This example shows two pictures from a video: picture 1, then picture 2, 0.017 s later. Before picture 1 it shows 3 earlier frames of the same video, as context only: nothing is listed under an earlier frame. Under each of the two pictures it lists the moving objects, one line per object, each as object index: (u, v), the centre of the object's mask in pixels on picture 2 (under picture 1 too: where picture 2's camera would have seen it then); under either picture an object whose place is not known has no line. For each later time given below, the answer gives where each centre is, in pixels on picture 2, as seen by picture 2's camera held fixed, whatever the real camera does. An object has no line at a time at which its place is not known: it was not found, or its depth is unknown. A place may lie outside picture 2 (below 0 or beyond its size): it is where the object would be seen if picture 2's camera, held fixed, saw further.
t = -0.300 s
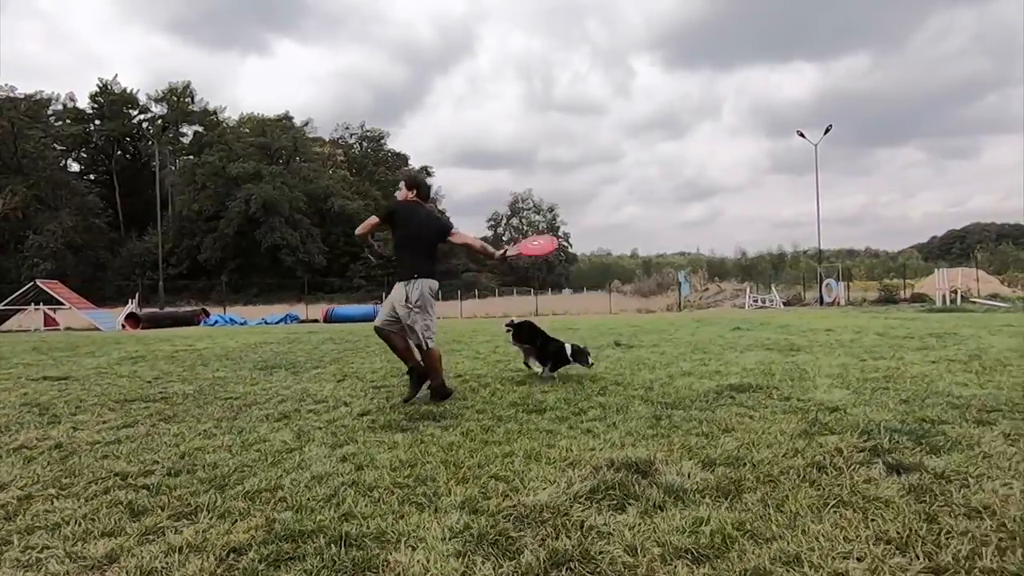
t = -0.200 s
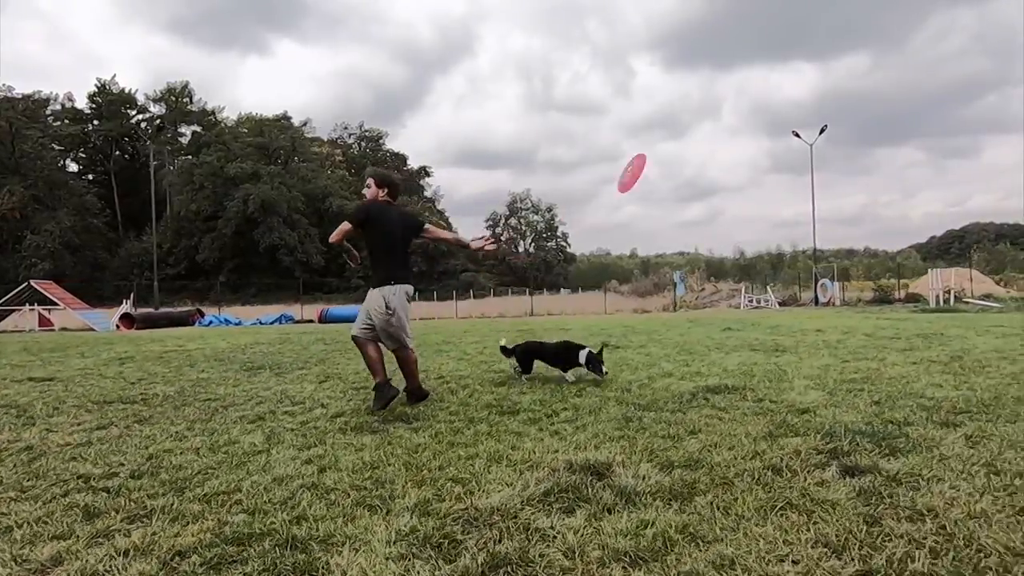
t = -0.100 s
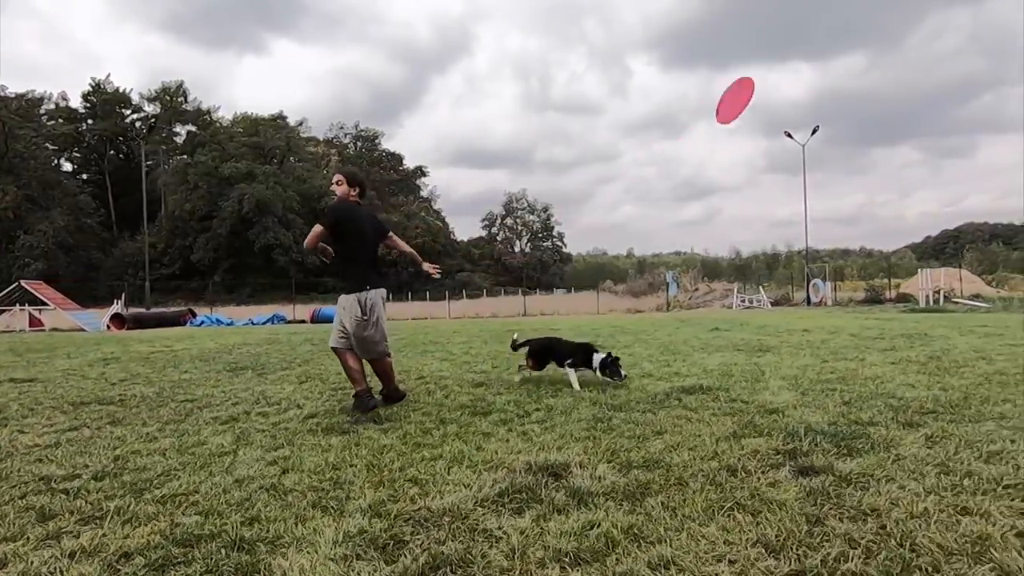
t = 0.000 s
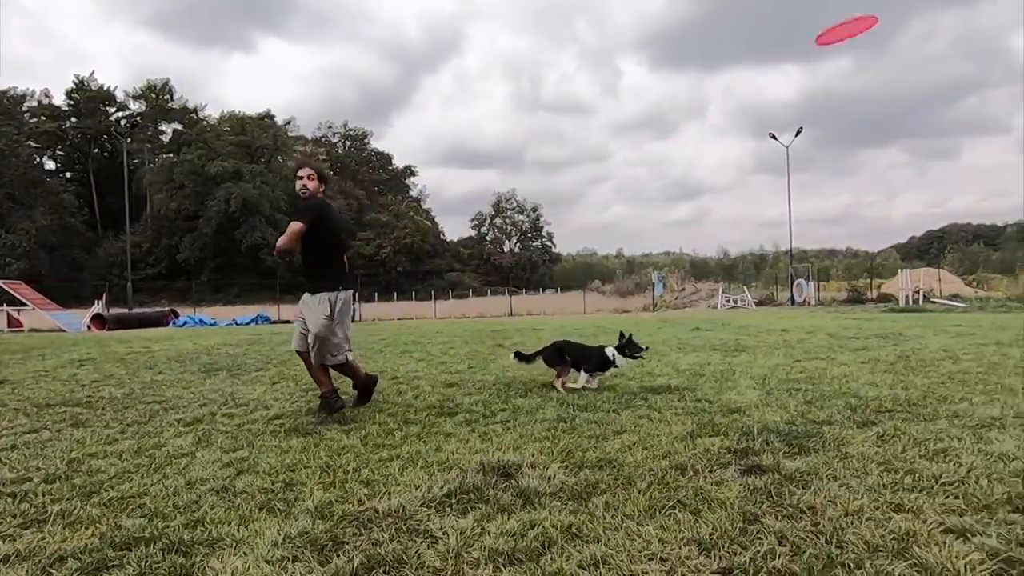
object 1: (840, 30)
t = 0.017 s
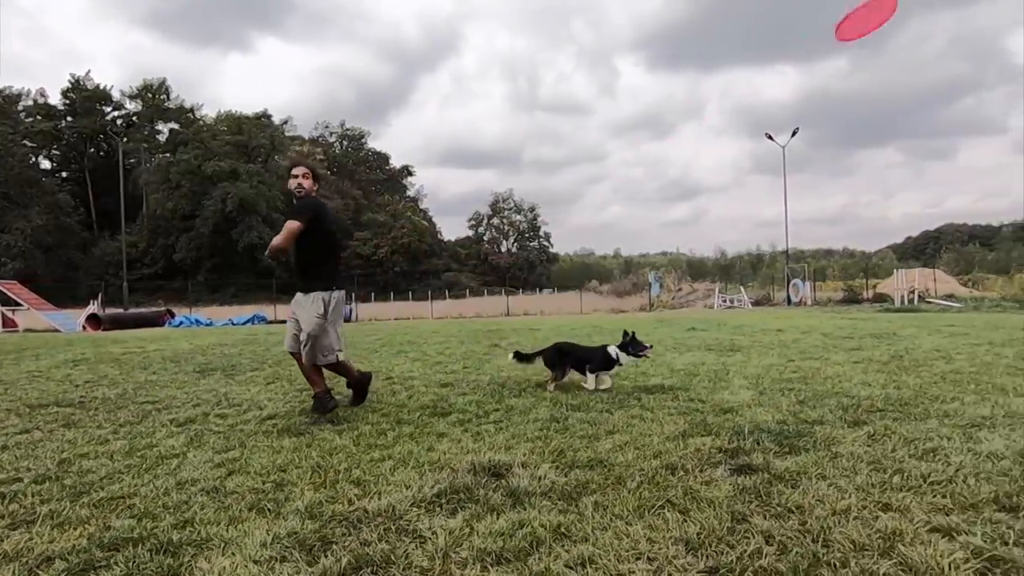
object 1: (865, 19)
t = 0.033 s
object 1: (891, 14)
